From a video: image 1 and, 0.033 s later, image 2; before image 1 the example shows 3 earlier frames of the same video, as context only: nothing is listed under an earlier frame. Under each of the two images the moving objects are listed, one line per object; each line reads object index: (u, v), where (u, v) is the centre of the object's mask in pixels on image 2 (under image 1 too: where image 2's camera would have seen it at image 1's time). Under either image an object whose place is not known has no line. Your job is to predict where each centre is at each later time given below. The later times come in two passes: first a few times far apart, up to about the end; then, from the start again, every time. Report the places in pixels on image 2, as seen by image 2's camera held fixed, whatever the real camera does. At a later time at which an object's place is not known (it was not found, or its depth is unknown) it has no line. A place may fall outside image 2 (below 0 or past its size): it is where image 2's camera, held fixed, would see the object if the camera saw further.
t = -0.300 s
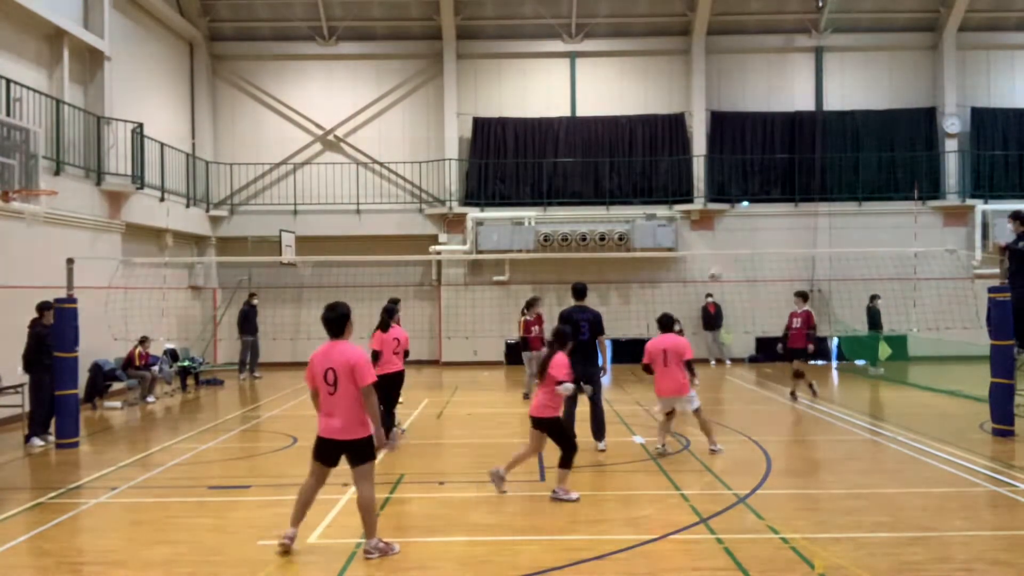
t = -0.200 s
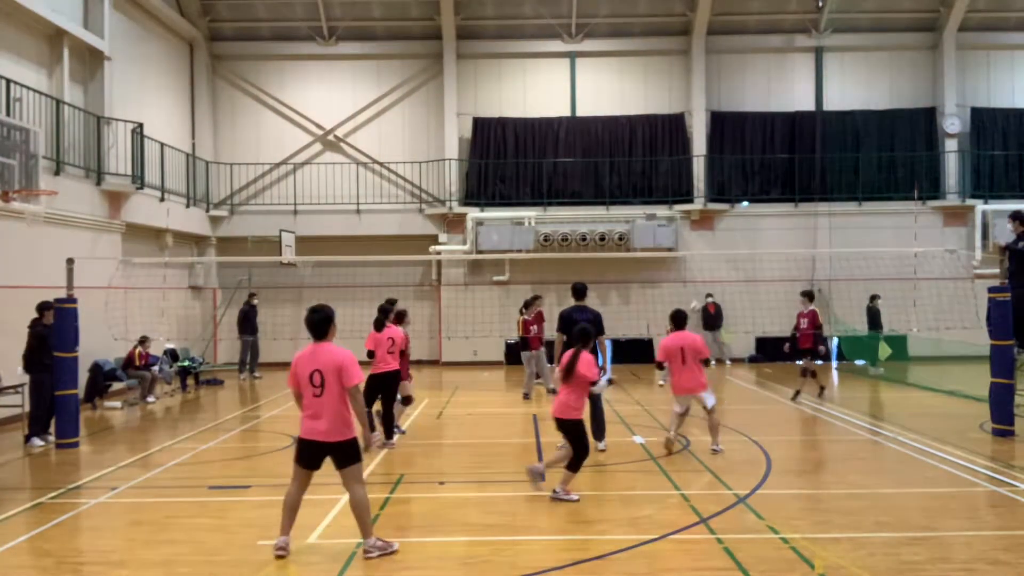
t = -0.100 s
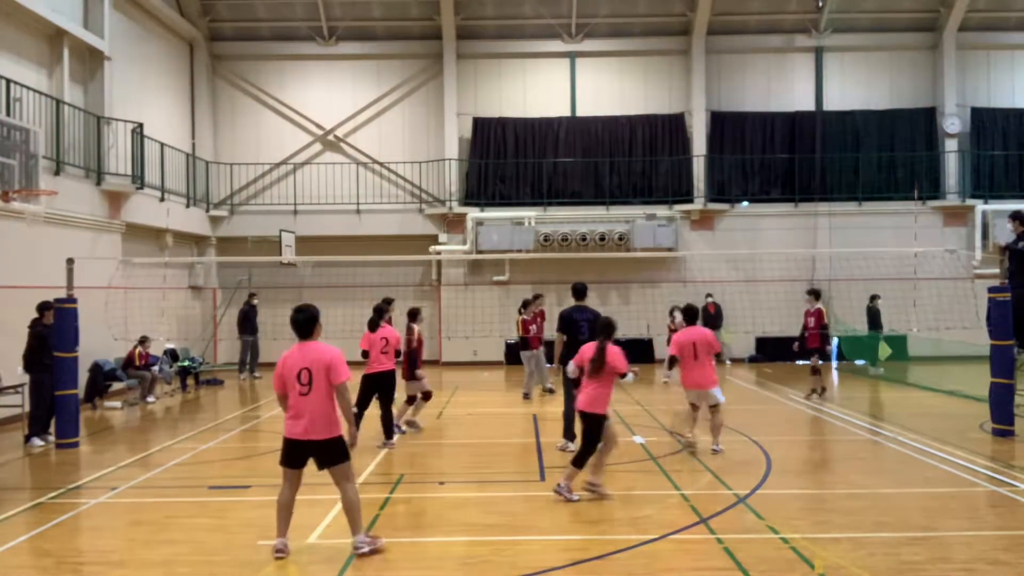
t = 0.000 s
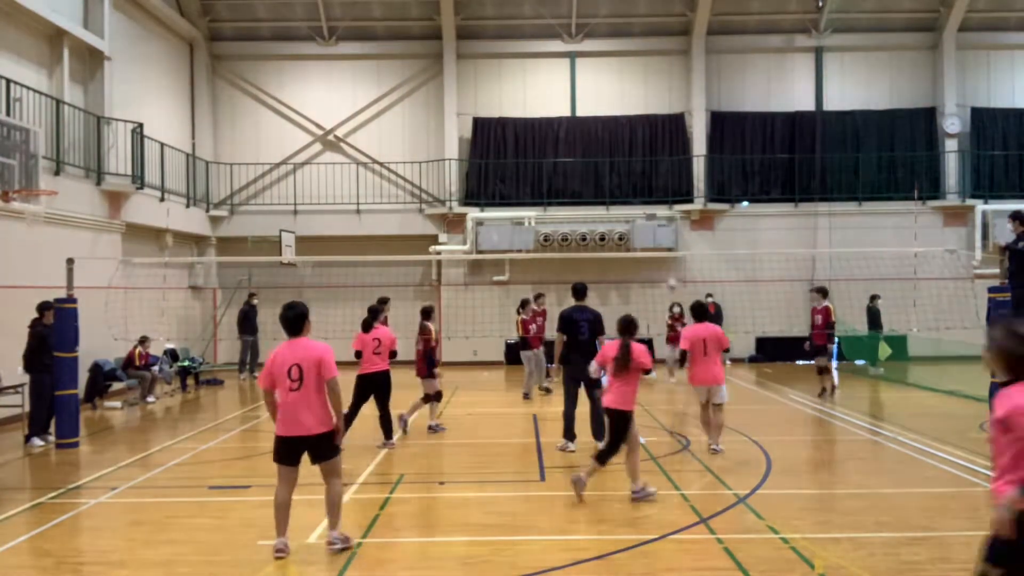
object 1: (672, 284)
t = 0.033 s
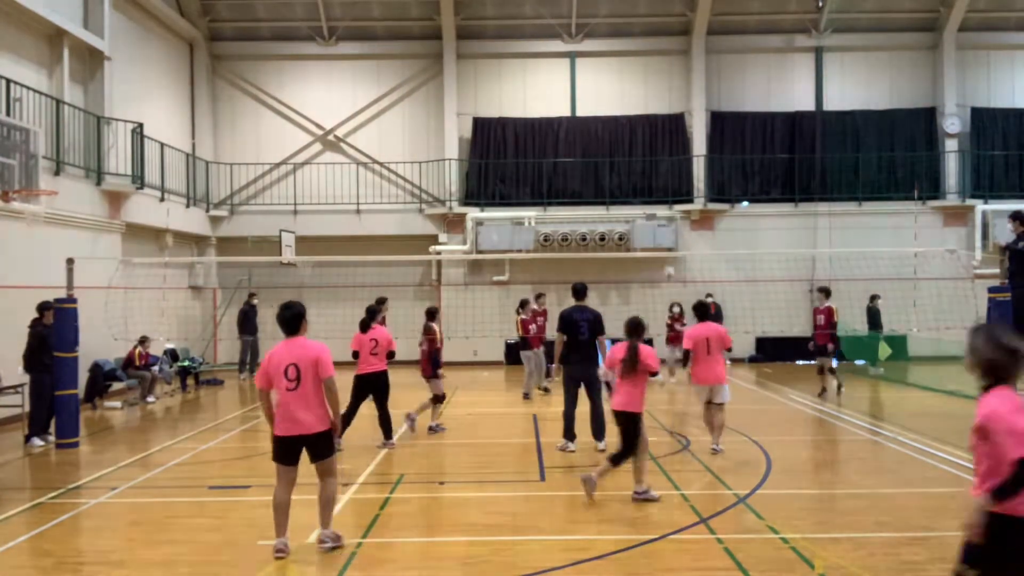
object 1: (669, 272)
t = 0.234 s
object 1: (651, 218)
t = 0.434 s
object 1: (636, 182)
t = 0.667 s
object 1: (615, 168)
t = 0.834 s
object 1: (599, 180)
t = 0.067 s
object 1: (667, 260)
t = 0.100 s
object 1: (663, 250)
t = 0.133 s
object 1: (660, 242)
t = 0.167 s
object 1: (659, 234)
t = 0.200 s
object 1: (657, 224)
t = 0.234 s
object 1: (651, 218)
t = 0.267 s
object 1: (650, 212)
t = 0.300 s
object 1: (647, 202)
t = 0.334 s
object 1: (645, 197)
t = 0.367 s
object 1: (642, 192)
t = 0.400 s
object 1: (638, 187)
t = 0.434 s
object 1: (636, 182)
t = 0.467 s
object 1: (633, 178)
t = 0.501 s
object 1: (630, 175)
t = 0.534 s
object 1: (627, 172)
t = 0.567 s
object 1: (624, 170)
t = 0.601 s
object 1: (621, 169)
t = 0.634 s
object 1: (618, 169)
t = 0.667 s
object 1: (615, 168)
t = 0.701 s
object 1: (612, 170)
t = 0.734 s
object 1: (608, 171)
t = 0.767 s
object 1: (605, 173)
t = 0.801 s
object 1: (602, 176)
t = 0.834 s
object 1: (599, 180)
